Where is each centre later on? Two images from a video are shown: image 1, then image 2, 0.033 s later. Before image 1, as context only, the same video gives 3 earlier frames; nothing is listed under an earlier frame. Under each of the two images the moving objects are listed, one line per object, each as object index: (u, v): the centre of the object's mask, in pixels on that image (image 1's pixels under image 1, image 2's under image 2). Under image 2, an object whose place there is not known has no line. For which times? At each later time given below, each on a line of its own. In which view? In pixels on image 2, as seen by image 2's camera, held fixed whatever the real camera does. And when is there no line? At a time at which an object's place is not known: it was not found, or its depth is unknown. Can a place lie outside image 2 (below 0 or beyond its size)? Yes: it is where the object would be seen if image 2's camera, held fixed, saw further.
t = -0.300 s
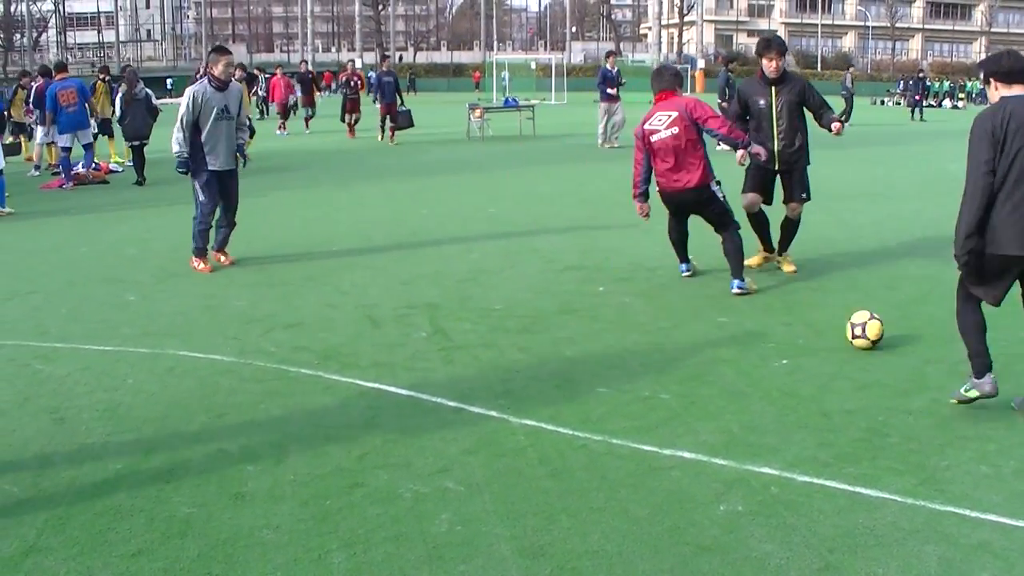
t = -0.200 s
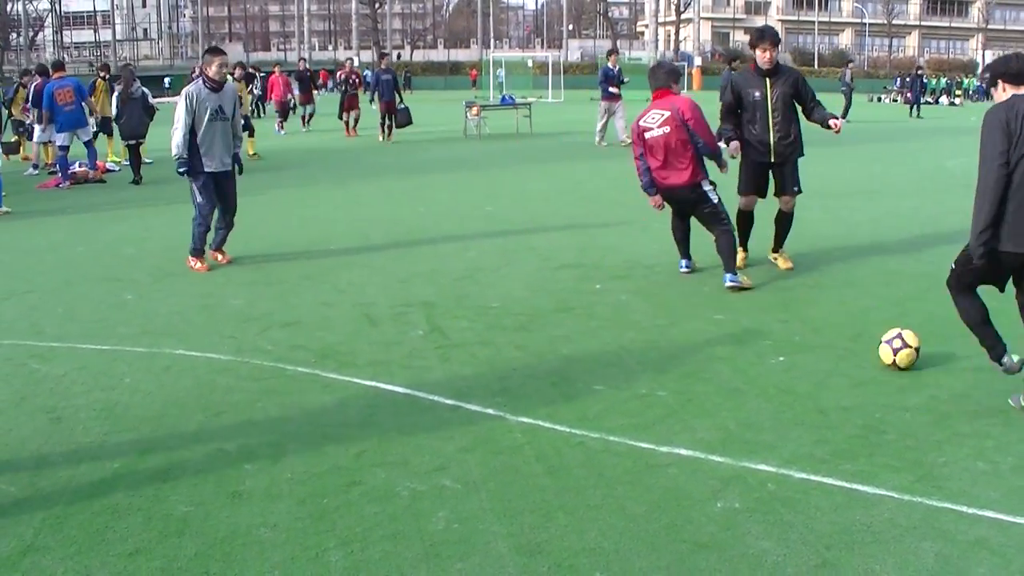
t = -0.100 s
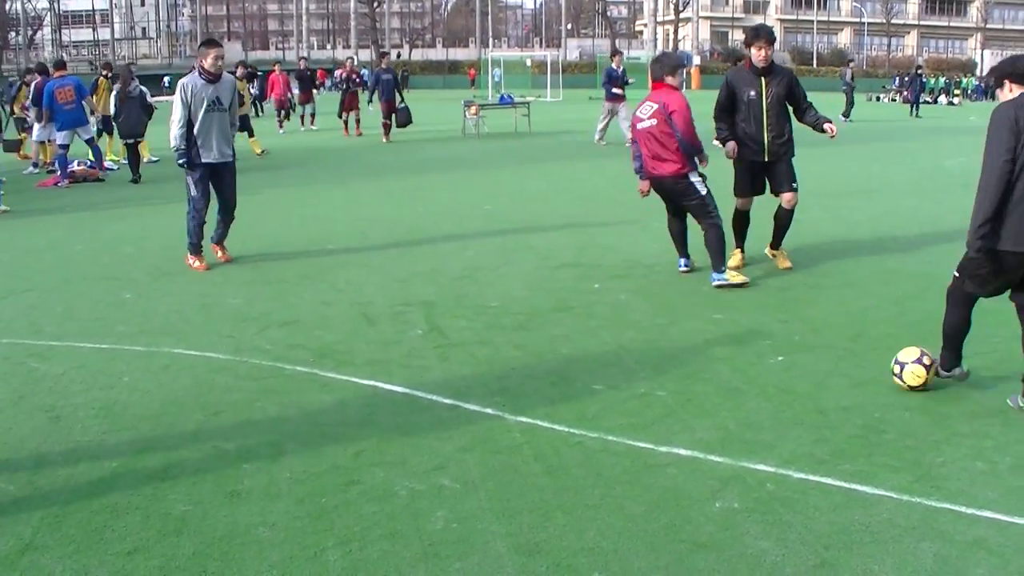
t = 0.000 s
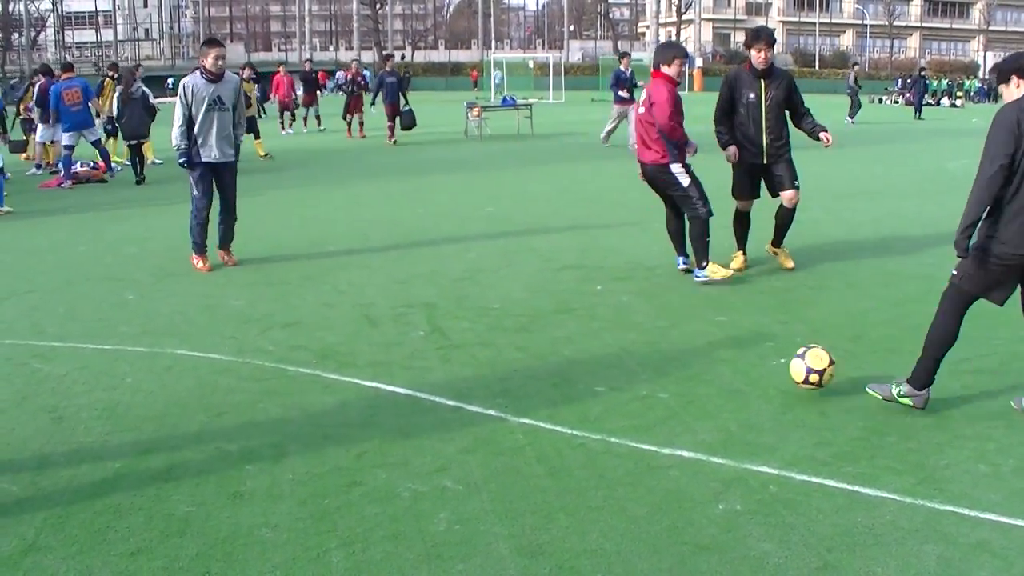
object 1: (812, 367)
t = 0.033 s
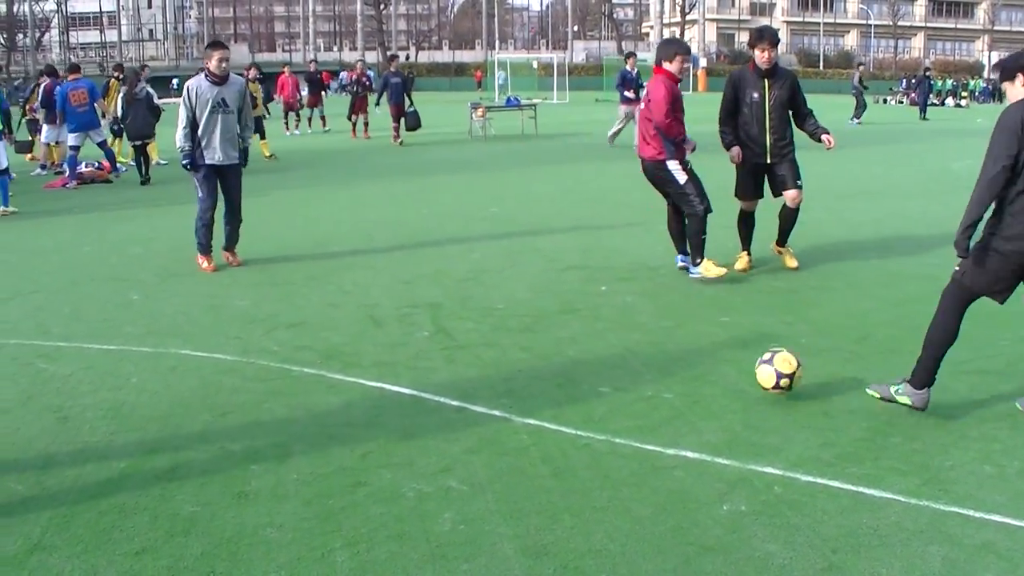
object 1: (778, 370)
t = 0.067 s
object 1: (737, 376)
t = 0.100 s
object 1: (696, 384)
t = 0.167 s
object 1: (620, 388)
